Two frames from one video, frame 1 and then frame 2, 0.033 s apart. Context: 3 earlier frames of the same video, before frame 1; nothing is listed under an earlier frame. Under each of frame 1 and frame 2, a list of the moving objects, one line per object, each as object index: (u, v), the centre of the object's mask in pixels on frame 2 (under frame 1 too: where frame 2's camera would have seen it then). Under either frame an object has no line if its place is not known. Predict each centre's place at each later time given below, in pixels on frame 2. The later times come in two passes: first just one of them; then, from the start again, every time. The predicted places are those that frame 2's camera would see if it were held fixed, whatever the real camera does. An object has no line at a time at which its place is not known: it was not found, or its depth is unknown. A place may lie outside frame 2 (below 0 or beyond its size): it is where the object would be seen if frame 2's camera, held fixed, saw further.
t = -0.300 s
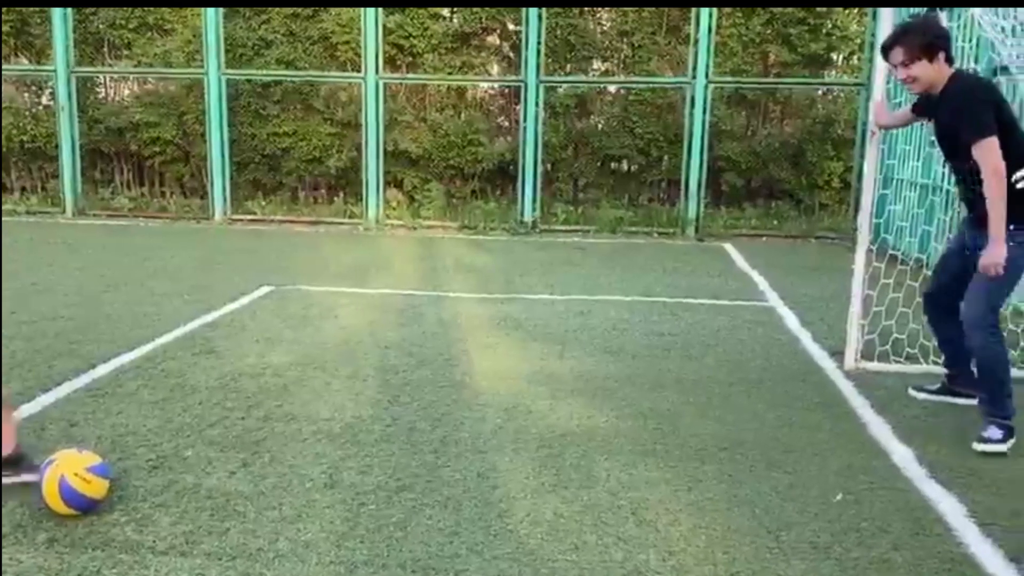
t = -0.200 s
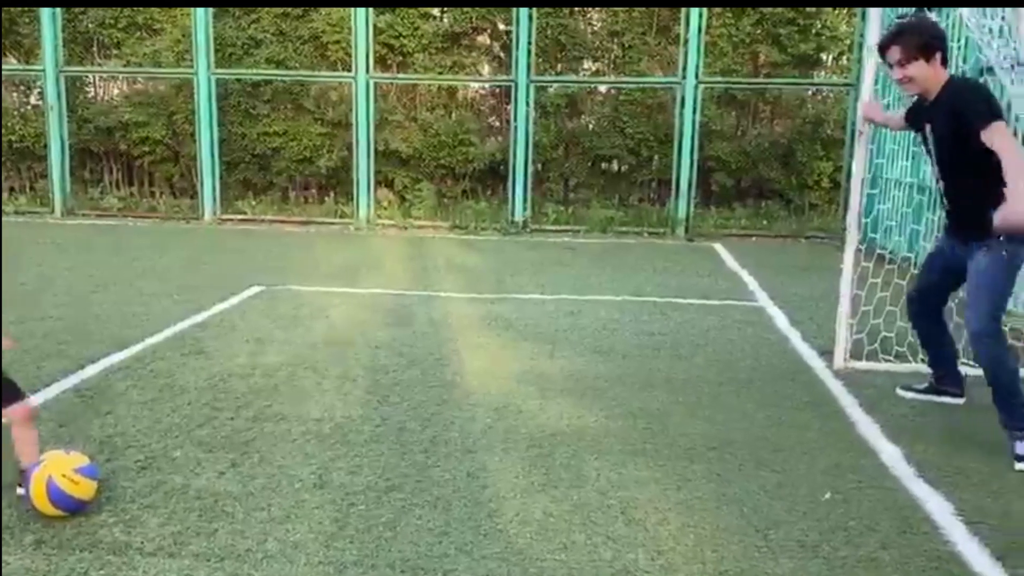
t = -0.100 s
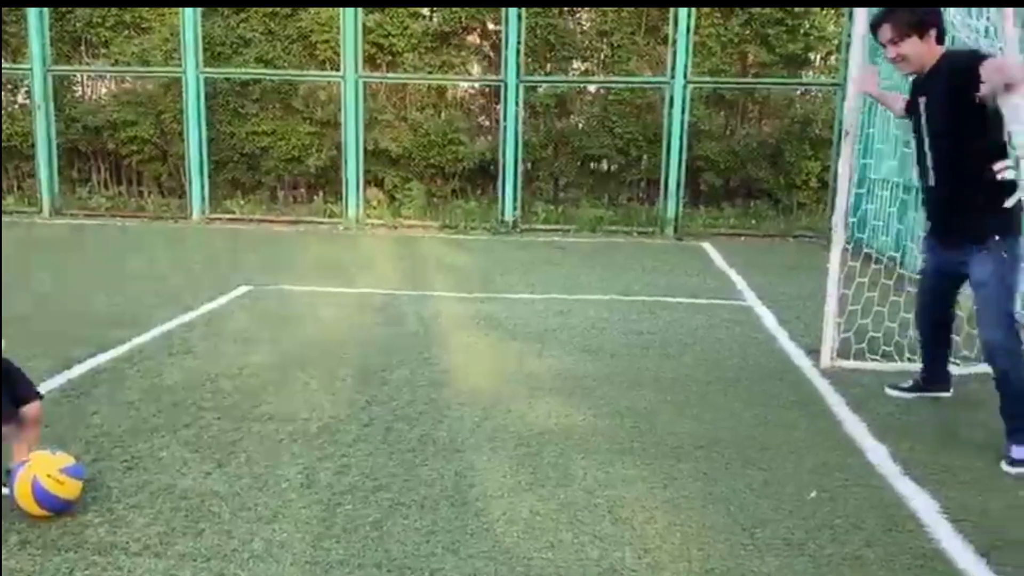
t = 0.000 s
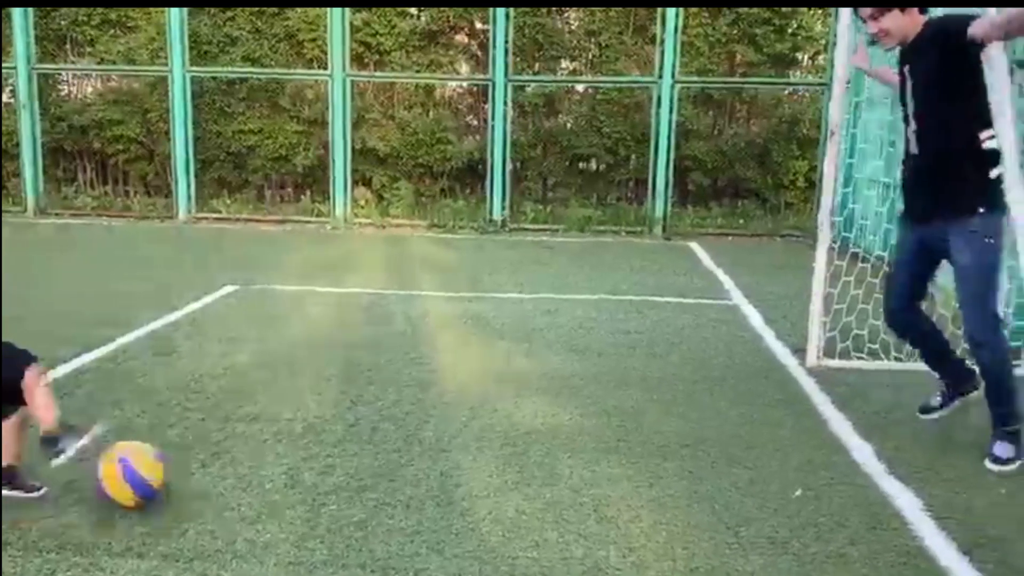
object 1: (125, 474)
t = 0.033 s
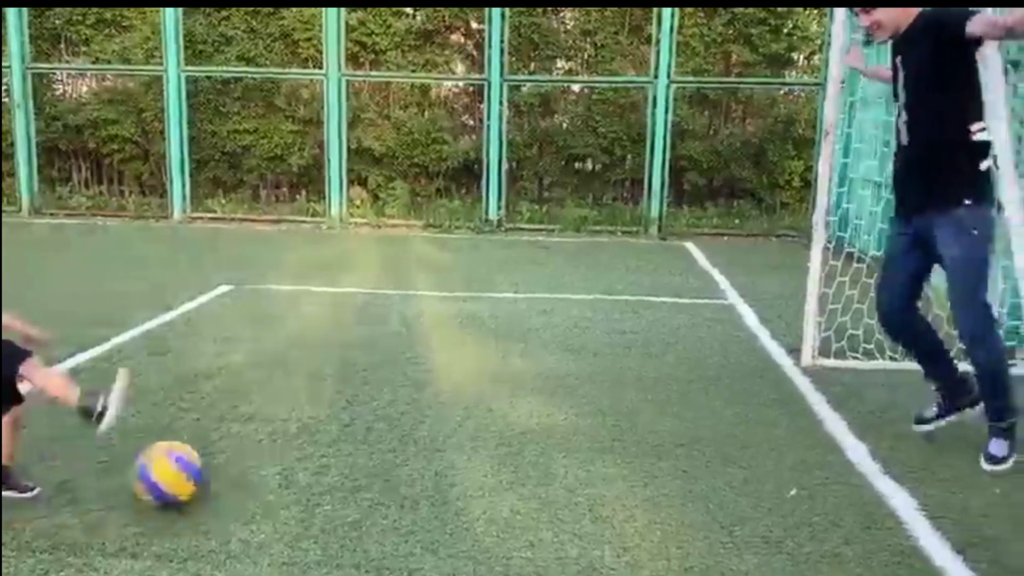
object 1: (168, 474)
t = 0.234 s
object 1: (373, 463)
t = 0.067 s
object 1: (208, 471)
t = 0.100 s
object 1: (246, 468)
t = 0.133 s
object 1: (280, 470)
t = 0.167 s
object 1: (312, 465)
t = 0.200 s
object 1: (342, 462)
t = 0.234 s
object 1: (373, 463)
